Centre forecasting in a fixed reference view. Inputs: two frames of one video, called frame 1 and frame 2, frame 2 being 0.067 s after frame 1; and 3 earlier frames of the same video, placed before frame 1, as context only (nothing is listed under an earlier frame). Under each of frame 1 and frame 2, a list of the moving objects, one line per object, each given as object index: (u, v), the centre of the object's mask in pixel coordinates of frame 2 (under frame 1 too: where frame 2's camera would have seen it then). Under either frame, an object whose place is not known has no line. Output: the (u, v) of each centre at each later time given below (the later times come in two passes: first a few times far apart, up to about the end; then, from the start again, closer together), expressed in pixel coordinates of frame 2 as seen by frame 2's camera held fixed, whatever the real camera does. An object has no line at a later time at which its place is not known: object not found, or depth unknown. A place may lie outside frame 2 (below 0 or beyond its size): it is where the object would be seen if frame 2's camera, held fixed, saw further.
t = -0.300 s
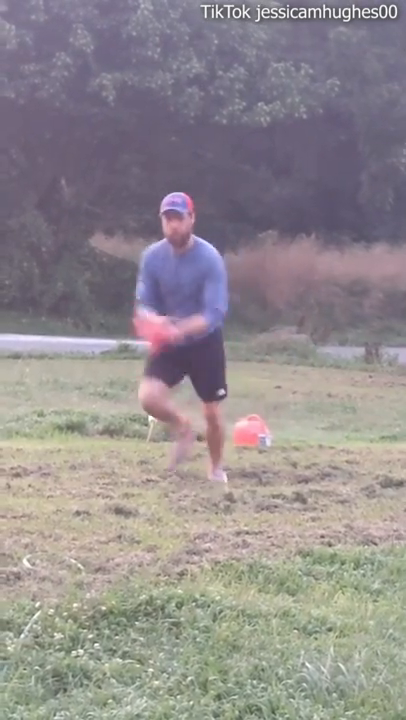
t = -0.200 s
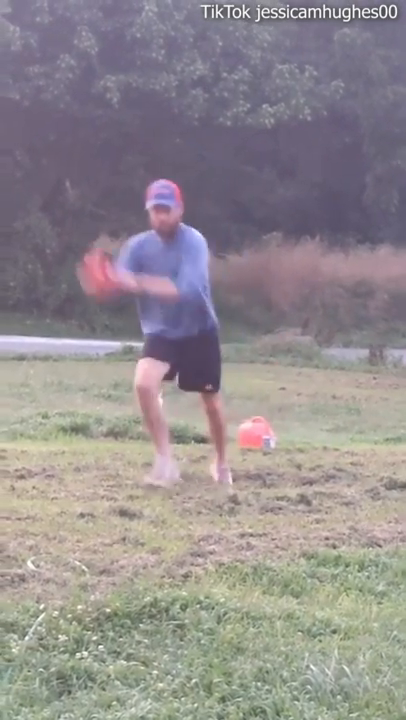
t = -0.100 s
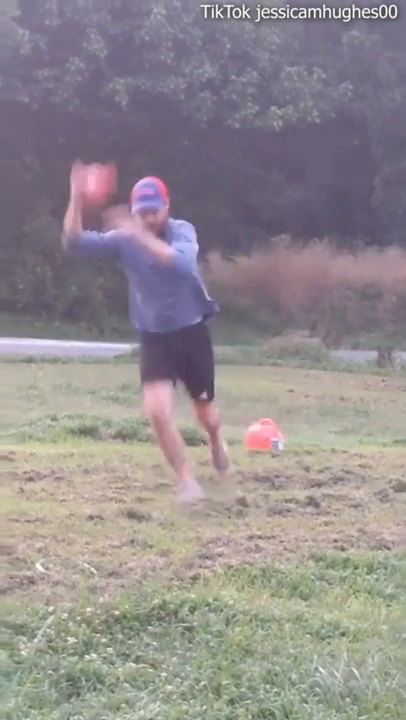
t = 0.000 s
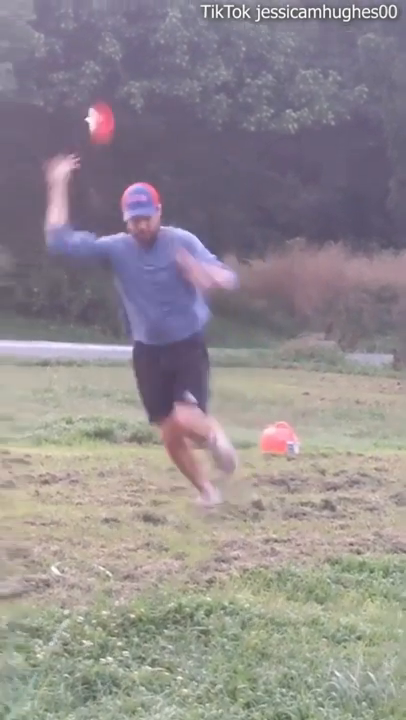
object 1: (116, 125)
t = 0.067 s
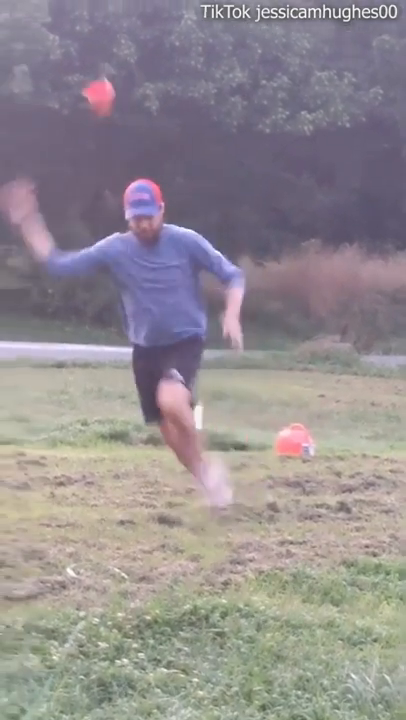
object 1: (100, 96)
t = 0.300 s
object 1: (60, 77)
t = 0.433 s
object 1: (50, 109)
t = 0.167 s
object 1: (79, 76)
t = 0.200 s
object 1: (74, 73)
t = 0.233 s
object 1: (70, 71)
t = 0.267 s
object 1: (64, 72)
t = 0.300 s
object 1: (60, 77)
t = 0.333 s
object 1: (59, 83)
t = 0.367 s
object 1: (57, 89)
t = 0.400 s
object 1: (52, 97)
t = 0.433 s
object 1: (50, 109)
